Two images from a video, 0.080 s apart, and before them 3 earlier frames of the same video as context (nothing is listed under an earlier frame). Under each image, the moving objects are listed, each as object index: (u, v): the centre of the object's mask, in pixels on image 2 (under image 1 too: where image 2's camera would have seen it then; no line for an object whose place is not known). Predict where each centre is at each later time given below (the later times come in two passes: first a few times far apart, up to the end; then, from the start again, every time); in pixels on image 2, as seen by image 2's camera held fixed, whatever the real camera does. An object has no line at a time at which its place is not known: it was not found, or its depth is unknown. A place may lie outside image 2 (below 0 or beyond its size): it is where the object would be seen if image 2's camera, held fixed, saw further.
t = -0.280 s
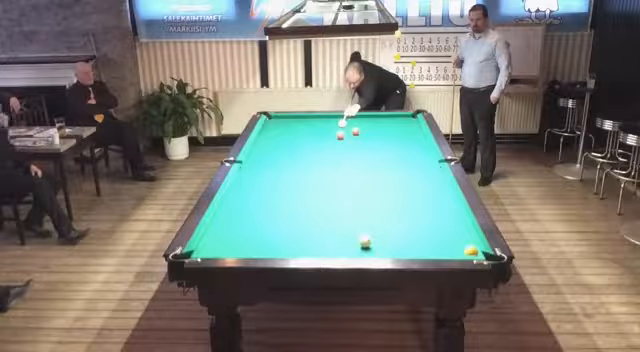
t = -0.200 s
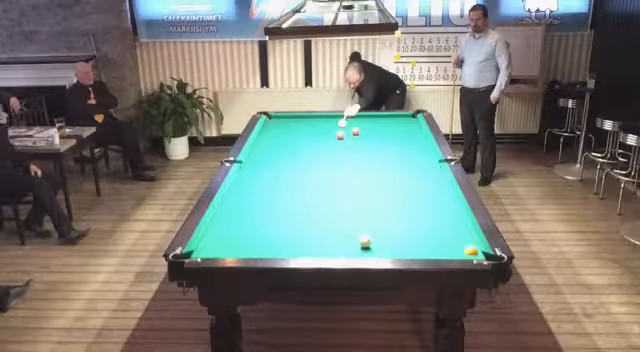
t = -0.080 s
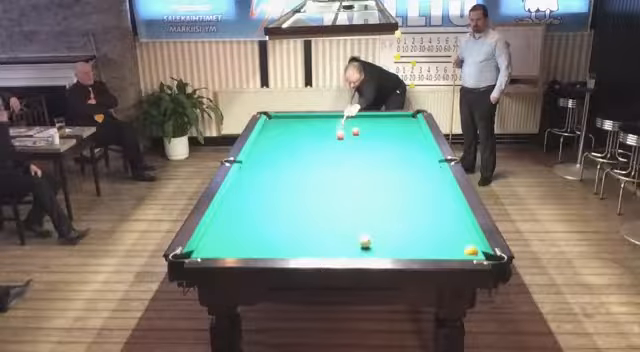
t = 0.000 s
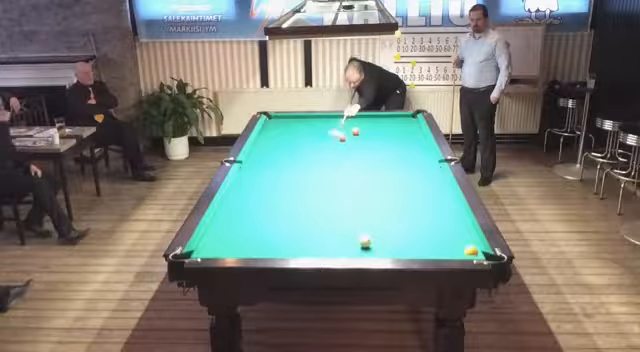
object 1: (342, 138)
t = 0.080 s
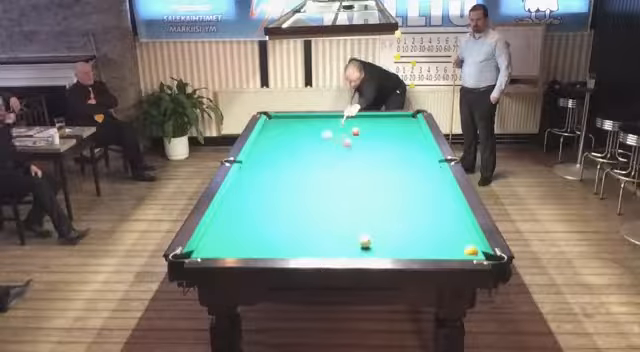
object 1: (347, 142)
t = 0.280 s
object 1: (361, 156)
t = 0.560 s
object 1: (380, 177)
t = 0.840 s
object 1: (404, 202)
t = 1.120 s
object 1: (435, 232)
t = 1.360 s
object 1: (456, 248)
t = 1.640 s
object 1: (455, 228)
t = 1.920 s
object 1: (455, 211)
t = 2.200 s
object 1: (447, 197)
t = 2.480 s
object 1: (438, 186)
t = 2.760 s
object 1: (432, 175)
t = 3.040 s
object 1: (425, 166)
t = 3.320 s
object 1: (420, 158)
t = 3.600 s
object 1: (415, 152)
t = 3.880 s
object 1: (410, 146)
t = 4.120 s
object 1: (406, 139)
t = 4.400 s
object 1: (402, 134)
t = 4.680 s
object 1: (398, 130)
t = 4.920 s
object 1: (395, 125)
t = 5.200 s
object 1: (392, 121)
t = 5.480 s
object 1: (389, 118)
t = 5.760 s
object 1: (387, 116)
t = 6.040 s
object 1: (387, 117)
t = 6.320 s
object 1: (387, 119)
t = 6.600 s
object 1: (386, 121)
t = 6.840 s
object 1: (385, 122)
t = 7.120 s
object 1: (385, 123)
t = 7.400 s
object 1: (385, 125)
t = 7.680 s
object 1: (385, 125)
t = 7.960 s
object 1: (385, 127)
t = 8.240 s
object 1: (384, 127)
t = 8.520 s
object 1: (384, 128)
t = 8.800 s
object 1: (384, 128)
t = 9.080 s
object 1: (384, 128)
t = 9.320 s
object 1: (385, 130)
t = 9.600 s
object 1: (385, 130)
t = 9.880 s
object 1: (385, 130)
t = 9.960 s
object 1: (385, 130)
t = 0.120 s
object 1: (348, 144)
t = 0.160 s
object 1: (354, 149)
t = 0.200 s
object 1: (356, 150)
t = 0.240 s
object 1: (358, 153)
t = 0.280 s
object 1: (361, 156)
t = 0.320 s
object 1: (363, 159)
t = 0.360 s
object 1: (366, 163)
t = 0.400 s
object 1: (370, 165)
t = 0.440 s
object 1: (372, 168)
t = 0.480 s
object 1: (375, 171)
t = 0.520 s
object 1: (378, 174)
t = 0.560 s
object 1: (380, 177)
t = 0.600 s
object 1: (384, 180)
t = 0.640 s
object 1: (387, 183)
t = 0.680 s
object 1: (391, 187)
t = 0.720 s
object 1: (393, 189)
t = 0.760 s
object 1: (397, 196)
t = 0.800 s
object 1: (401, 199)
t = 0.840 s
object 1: (404, 202)
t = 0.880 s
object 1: (408, 205)
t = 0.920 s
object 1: (412, 209)
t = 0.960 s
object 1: (417, 213)
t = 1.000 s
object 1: (421, 217)
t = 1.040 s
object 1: (425, 222)
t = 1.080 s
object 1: (430, 228)
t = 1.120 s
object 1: (435, 232)
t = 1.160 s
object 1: (440, 237)
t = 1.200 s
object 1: (444, 242)
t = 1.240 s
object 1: (448, 246)
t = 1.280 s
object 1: (453, 249)
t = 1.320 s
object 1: (456, 249)
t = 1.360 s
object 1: (456, 248)
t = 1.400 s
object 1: (456, 244)
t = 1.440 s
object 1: (456, 241)
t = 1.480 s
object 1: (456, 238)
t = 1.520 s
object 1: (455, 235)
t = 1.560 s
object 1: (455, 232)
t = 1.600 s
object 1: (456, 230)
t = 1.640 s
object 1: (455, 228)
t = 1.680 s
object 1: (455, 226)
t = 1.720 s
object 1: (455, 222)
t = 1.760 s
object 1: (455, 220)
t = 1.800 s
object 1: (455, 217)
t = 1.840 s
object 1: (455, 215)
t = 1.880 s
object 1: (455, 213)
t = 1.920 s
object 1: (455, 211)
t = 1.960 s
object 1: (454, 209)
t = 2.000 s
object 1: (453, 207)
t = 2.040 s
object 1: (452, 205)
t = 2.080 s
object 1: (451, 203)
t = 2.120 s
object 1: (449, 200)
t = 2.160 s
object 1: (448, 199)
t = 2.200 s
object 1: (447, 197)
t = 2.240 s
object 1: (446, 196)
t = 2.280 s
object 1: (444, 195)
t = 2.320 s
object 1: (443, 192)
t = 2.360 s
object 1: (442, 190)
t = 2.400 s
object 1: (441, 189)
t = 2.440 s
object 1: (439, 187)
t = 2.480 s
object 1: (438, 186)
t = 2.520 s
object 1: (437, 184)
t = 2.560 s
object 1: (436, 182)
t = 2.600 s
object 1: (435, 181)
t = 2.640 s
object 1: (435, 180)
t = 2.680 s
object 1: (434, 179)
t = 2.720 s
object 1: (433, 177)
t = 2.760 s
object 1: (432, 175)
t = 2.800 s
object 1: (431, 174)
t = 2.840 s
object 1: (430, 173)
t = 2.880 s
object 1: (428, 172)
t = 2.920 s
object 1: (428, 170)
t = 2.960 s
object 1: (427, 170)
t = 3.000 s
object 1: (426, 167)
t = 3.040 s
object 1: (425, 166)
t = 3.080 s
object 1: (425, 165)
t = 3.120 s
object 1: (424, 164)
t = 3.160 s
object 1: (423, 163)
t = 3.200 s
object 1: (422, 163)
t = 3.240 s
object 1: (421, 160)
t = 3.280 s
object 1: (420, 159)
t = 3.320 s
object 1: (420, 158)
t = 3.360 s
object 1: (419, 157)
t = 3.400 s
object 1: (418, 156)
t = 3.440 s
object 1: (417, 155)
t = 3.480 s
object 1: (417, 154)
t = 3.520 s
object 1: (416, 154)
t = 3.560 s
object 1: (415, 152)
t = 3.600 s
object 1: (415, 152)
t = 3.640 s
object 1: (414, 150)
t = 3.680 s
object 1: (413, 150)
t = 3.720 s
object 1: (412, 148)
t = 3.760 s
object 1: (411, 147)
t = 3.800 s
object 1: (411, 146)
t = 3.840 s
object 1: (410, 146)
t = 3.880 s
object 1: (410, 146)
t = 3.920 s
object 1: (409, 144)
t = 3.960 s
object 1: (408, 143)
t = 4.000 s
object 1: (408, 142)
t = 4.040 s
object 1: (407, 141)
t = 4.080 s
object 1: (407, 141)
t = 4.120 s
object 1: (406, 139)
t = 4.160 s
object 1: (405, 139)
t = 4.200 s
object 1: (404, 138)
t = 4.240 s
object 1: (404, 137)
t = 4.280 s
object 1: (403, 136)
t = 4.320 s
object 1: (403, 136)
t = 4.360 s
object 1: (402, 135)
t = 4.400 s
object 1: (402, 134)
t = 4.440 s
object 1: (401, 134)
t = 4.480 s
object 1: (401, 133)
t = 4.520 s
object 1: (400, 132)
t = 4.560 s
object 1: (400, 132)
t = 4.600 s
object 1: (399, 131)
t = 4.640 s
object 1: (398, 131)
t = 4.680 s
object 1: (398, 130)
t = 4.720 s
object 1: (398, 130)
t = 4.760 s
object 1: (397, 129)
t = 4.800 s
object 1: (397, 129)
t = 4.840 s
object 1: (397, 129)
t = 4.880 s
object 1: (396, 127)
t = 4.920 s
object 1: (395, 125)
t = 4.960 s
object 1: (395, 125)
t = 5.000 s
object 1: (394, 124)
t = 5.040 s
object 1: (393, 123)
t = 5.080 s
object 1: (393, 123)
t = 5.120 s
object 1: (394, 123)
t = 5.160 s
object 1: (393, 122)
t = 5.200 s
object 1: (392, 121)
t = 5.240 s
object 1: (392, 120)
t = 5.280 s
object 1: (391, 120)
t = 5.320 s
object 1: (391, 120)
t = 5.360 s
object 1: (390, 119)
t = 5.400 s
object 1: (390, 119)
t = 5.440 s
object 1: (389, 118)
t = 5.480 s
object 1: (389, 118)
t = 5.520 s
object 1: (388, 117)
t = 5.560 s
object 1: (388, 116)
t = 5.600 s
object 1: (387, 116)
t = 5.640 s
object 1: (388, 115)
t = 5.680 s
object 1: (387, 116)
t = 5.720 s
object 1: (387, 116)
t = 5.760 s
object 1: (387, 116)
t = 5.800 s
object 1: (387, 116)
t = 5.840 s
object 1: (387, 116)
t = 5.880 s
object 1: (387, 116)
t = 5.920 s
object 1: (387, 117)
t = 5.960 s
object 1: (387, 117)
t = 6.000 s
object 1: (387, 117)
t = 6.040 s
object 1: (387, 117)
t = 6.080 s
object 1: (387, 117)
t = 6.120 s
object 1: (386, 118)
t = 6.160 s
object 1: (386, 118)
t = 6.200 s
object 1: (387, 118)
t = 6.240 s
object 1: (387, 119)
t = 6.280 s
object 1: (387, 119)
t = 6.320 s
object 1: (387, 119)
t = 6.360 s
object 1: (386, 119)
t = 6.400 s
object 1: (386, 120)
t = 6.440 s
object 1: (386, 120)
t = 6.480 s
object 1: (386, 120)
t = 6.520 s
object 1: (386, 120)
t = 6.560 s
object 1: (386, 121)
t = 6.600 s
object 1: (386, 121)
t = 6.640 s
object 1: (386, 121)
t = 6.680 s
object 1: (385, 121)
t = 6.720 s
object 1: (385, 122)
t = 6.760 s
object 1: (385, 122)
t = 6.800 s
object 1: (385, 122)
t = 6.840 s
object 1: (385, 122)
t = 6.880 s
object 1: (385, 122)
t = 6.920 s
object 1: (385, 122)
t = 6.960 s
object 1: (385, 122)
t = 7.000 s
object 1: (385, 122)
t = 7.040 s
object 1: (385, 122)
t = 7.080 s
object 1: (385, 122)
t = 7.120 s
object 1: (385, 123)
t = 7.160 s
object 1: (385, 123)
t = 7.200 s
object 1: (385, 124)
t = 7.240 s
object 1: (385, 124)
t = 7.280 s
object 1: (385, 125)
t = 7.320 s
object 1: (385, 125)
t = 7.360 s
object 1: (385, 125)
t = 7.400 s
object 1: (385, 125)
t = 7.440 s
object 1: (385, 125)
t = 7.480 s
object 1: (385, 125)
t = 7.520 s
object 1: (385, 125)
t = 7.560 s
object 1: (385, 125)
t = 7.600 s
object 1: (385, 125)
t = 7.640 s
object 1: (385, 125)
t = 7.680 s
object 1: (385, 125)
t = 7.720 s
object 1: (385, 125)
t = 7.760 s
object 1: (385, 125)
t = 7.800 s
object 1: (385, 125)
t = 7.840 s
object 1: (385, 127)
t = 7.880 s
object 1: (385, 127)
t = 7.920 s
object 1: (385, 127)
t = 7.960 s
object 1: (385, 127)
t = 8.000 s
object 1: (385, 127)
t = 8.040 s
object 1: (385, 127)
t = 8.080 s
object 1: (385, 127)
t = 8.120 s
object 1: (385, 127)
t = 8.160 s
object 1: (384, 127)
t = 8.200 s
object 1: (384, 127)
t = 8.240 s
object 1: (384, 127)
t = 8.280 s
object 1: (384, 127)
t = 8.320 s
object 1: (384, 127)
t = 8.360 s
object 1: (384, 128)
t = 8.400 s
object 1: (384, 128)
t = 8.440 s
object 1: (384, 128)
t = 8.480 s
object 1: (384, 128)
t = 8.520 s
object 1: (384, 128)
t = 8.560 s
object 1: (384, 128)
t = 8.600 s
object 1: (384, 128)
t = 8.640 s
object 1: (384, 128)
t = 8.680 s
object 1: (384, 128)
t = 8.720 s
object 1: (384, 128)
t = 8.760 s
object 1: (384, 128)
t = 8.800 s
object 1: (384, 128)
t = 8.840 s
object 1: (384, 128)
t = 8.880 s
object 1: (384, 128)
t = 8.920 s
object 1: (384, 128)
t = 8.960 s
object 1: (384, 128)
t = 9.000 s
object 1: (384, 128)
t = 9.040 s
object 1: (384, 128)
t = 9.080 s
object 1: (384, 128)
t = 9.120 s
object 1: (385, 130)
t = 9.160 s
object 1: (385, 130)
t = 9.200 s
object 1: (385, 130)
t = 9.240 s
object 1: (385, 130)
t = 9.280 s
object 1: (385, 130)
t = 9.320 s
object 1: (385, 130)
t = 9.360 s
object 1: (385, 130)
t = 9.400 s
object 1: (385, 130)
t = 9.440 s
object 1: (385, 130)
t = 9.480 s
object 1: (385, 130)
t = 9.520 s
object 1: (385, 130)
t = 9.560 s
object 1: (385, 130)
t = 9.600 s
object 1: (385, 130)
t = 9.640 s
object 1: (385, 130)
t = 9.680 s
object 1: (385, 130)
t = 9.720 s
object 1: (385, 130)
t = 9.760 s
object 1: (385, 130)
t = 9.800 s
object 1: (385, 130)
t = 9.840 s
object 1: (385, 130)
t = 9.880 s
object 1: (385, 130)
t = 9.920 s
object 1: (385, 130)
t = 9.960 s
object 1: (385, 130)
